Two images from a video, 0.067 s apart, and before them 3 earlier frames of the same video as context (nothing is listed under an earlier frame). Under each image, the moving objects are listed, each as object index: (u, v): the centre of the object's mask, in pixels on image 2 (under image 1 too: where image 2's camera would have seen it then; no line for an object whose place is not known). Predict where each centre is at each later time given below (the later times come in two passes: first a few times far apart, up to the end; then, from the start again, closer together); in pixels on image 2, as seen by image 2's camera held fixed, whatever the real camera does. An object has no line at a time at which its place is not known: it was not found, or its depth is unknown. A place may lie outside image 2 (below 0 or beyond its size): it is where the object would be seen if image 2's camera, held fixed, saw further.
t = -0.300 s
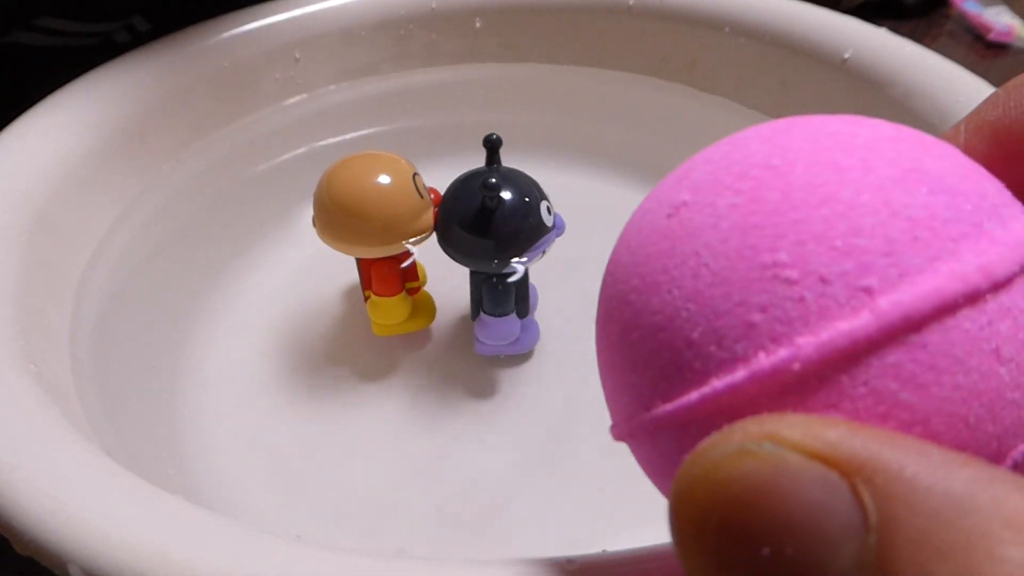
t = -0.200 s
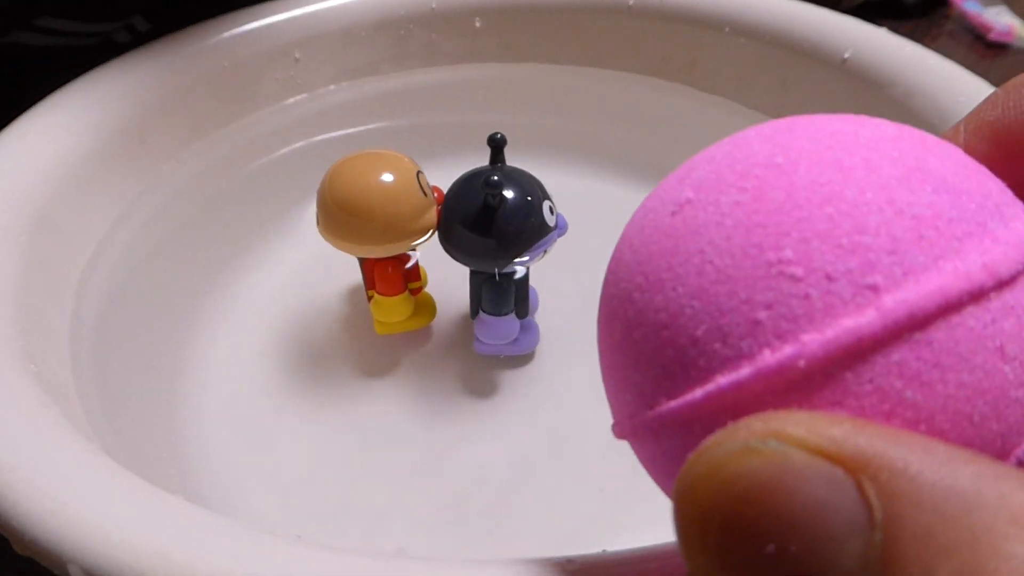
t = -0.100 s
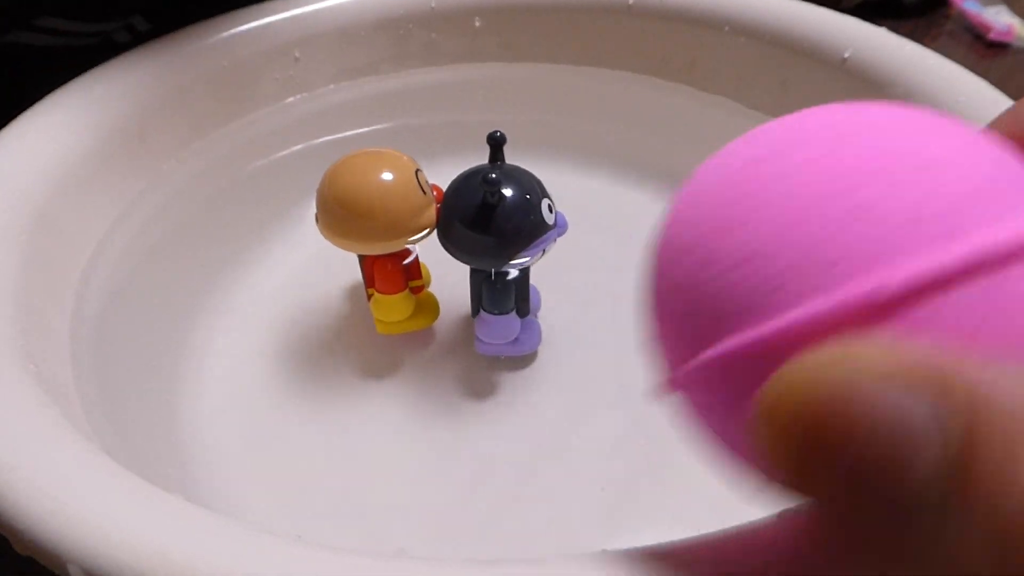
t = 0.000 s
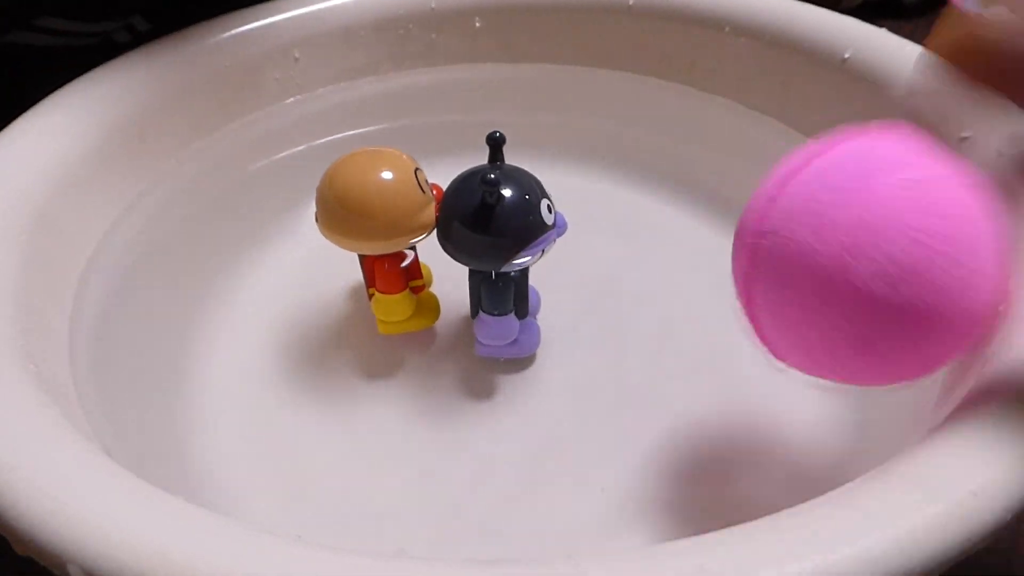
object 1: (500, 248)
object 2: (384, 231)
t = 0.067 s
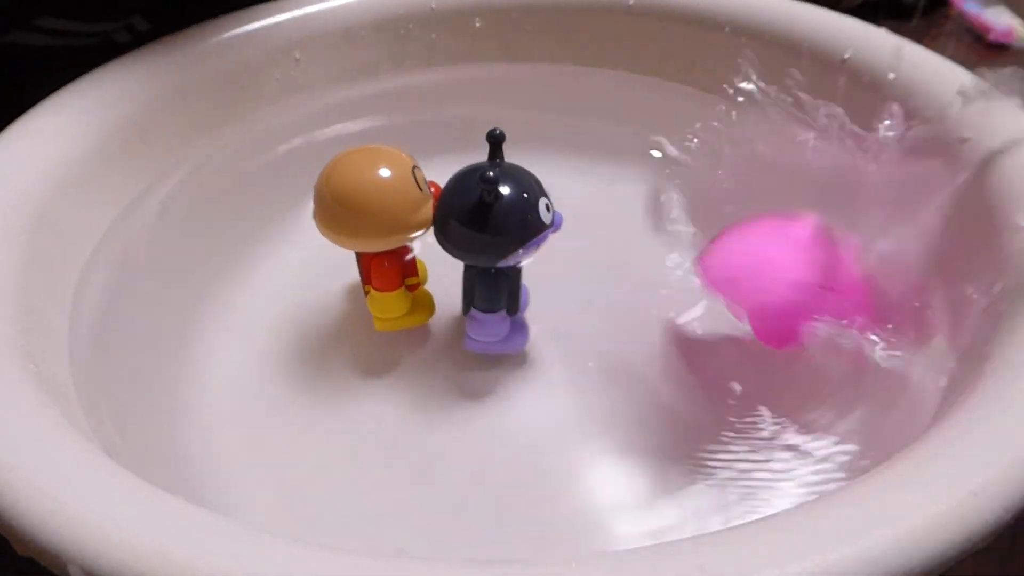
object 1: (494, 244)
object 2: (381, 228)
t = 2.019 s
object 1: (676, 291)
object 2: (422, 292)
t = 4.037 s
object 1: (732, 193)
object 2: (552, 272)
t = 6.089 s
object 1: (673, 149)
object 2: (554, 217)
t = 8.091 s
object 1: (591, 94)
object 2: (410, 203)
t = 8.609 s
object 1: (569, 86)
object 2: (371, 212)
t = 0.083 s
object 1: (492, 242)
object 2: (379, 227)
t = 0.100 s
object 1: (491, 242)
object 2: (377, 227)
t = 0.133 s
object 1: (490, 244)
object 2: (376, 226)
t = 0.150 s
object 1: (487, 242)
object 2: (374, 226)
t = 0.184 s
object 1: (490, 251)
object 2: (368, 226)
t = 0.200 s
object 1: (487, 252)
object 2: (364, 225)
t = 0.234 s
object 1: (486, 248)
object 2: (366, 230)
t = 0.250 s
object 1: (486, 250)
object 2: (364, 231)
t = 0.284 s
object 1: (484, 253)
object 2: (358, 230)
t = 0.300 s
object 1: (491, 262)
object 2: (357, 231)
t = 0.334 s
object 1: (496, 276)
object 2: (358, 233)
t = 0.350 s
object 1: (500, 283)
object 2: (358, 234)
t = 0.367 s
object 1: (501, 291)
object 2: (357, 233)
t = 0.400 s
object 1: (503, 272)
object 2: (364, 246)
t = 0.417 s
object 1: (504, 270)
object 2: (365, 249)
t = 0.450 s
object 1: (508, 270)
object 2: (367, 242)
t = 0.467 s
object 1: (512, 271)
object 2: (371, 243)
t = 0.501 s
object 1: (519, 275)
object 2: (373, 245)
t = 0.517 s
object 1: (523, 277)
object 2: (373, 247)
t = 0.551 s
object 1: (528, 278)
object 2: (376, 252)
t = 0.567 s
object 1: (532, 273)
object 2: (377, 251)
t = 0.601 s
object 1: (536, 273)
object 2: (380, 252)
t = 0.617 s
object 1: (538, 278)
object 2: (382, 255)
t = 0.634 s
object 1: (539, 282)
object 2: (383, 255)
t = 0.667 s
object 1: (539, 287)
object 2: (382, 255)
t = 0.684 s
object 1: (540, 288)
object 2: (381, 255)
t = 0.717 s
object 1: (541, 287)
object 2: (377, 249)
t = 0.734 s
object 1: (542, 287)
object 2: (374, 249)
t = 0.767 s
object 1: (544, 290)
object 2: (370, 248)
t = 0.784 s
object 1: (546, 289)
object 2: (368, 246)
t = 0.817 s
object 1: (551, 287)
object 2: (367, 242)
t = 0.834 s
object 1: (552, 287)
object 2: (367, 240)
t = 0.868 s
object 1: (554, 287)
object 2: (370, 251)
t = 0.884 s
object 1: (555, 288)
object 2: (372, 256)
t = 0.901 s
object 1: (557, 288)
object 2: (373, 258)
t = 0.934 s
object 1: (563, 294)
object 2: (377, 269)
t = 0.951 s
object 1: (567, 299)
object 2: (379, 273)
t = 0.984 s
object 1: (573, 302)
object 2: (379, 276)
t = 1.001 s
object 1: (576, 304)
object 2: (379, 278)
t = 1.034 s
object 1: (582, 301)
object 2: (381, 275)
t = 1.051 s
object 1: (585, 299)
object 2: (383, 275)
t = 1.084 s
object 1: (591, 295)
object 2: (387, 275)
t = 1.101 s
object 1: (594, 297)
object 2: (388, 275)
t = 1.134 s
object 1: (598, 297)
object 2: (390, 272)
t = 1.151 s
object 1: (600, 295)
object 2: (389, 270)
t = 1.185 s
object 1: (606, 298)
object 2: (388, 266)
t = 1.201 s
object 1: (606, 299)
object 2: (389, 264)
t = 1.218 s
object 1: (607, 297)
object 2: (389, 265)
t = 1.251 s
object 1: (607, 294)
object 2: (391, 267)
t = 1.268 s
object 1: (605, 293)
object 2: (392, 269)
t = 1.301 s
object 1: (606, 296)
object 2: (396, 275)
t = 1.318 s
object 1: (606, 298)
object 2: (397, 276)
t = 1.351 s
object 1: (608, 299)
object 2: (397, 280)
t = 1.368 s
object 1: (609, 301)
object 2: (396, 280)
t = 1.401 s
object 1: (613, 304)
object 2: (389, 275)
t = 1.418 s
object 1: (616, 304)
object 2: (389, 272)
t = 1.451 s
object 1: (622, 302)
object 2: (390, 274)
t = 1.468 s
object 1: (625, 301)
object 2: (392, 277)
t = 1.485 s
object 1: (628, 301)
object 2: (393, 278)
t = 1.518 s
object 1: (634, 302)
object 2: (397, 282)
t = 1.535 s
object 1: (637, 303)
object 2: (401, 283)
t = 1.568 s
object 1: (645, 302)
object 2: (406, 285)
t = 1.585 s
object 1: (649, 298)
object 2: (408, 287)
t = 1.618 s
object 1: (655, 295)
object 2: (411, 288)
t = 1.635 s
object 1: (658, 290)
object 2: (412, 289)
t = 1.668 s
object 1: (663, 287)
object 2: (416, 290)
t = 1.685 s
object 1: (663, 285)
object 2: (418, 290)
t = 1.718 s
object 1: (665, 285)
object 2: (419, 290)
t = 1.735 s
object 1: (664, 287)
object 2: (419, 291)
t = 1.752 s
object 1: (663, 288)
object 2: (420, 294)
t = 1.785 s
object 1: (662, 289)
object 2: (420, 295)
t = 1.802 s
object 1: (662, 290)
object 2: (420, 294)
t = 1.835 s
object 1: (662, 291)
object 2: (418, 291)
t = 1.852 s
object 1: (662, 293)
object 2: (418, 290)
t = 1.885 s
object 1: (663, 298)
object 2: (417, 290)
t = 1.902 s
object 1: (663, 299)
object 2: (416, 291)
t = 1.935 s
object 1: (666, 302)
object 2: (418, 293)
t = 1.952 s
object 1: (668, 301)
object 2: (418, 293)
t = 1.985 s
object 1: (672, 295)
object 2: (419, 292)
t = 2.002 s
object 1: (675, 293)
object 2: (420, 292)
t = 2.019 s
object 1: (676, 291)
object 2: (422, 292)
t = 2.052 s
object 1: (681, 285)
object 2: (428, 294)
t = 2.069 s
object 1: (683, 282)
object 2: (430, 294)
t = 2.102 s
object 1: (687, 281)
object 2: (435, 294)
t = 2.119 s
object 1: (689, 281)
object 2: (438, 295)
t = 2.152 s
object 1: (694, 283)
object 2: (443, 298)
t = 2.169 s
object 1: (696, 284)
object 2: (446, 299)
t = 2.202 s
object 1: (698, 283)
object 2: (452, 300)
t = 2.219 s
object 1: (699, 282)
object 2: (454, 299)
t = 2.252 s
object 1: (704, 279)
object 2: (458, 299)
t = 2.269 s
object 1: (705, 278)
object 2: (458, 301)
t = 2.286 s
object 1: (705, 279)
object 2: (458, 302)
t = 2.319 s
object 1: (703, 278)
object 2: (458, 301)
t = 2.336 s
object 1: (703, 276)
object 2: (457, 300)
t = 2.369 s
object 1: (704, 272)
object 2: (455, 299)
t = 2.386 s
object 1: (704, 270)
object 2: (454, 298)
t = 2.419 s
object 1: (704, 269)
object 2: (452, 295)
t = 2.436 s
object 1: (703, 268)
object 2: (451, 295)
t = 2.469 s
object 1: (702, 268)
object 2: (450, 295)
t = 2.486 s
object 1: (701, 269)
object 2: (451, 296)
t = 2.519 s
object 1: (699, 272)
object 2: (452, 300)
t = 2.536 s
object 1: (699, 274)
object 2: (453, 301)
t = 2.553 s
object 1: (700, 274)
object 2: (455, 303)
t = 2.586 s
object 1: (703, 274)
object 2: (458, 303)
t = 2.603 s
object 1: (704, 275)
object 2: (460, 303)
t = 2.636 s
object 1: (708, 275)
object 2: (464, 303)
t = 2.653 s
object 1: (710, 274)
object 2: (466, 302)
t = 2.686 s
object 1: (717, 268)
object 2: (471, 301)
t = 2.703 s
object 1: (719, 266)
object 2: (474, 300)
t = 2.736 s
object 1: (724, 261)
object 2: (480, 299)
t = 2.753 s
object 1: (726, 258)
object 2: (482, 299)
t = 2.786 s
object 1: (730, 251)
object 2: (486, 300)
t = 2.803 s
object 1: (732, 249)
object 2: (488, 301)
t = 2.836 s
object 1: (732, 247)
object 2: (491, 299)
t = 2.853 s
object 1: (732, 247)
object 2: (492, 299)
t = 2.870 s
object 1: (731, 247)
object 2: (492, 301)
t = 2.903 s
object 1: (730, 245)
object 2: (491, 302)
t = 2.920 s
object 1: (729, 245)
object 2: (492, 301)
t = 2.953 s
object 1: (727, 245)
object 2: (492, 300)
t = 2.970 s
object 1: (726, 246)
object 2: (492, 300)
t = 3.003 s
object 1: (723, 251)
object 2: (493, 298)
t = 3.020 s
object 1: (722, 252)
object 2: (493, 296)
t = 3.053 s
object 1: (720, 253)
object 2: (493, 292)
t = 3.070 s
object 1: (720, 254)
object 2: (493, 292)
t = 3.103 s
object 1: (720, 253)
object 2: (494, 292)
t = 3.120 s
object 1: (722, 251)
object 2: (495, 293)
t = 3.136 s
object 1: (723, 249)
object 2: (495, 295)
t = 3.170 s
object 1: (725, 245)
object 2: (498, 297)
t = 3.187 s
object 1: (727, 242)
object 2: (500, 297)
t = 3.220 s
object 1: (729, 237)
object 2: (504, 298)
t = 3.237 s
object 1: (731, 236)
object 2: (507, 298)
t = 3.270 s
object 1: (732, 233)
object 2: (510, 296)
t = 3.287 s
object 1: (729, 230)
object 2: (512, 295)
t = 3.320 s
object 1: (735, 227)
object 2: (517, 292)
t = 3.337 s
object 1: (735, 226)
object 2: (519, 291)
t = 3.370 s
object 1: (734, 225)
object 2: (521, 289)
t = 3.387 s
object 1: (729, 224)
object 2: (522, 289)
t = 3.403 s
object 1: (732, 225)
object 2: (522, 289)
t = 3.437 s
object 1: (728, 226)
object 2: (524, 288)
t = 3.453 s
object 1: (730, 227)
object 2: (524, 288)
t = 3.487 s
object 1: (724, 227)
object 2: (523, 289)
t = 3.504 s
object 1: (722, 226)
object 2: (522, 290)
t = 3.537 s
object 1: (723, 225)
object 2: (522, 291)
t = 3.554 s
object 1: (724, 224)
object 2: (521, 290)
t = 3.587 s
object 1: (723, 225)
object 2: (521, 288)
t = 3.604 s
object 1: (724, 224)
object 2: (521, 286)
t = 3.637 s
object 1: (724, 221)
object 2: (522, 286)
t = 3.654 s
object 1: (724, 220)
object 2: (523, 285)
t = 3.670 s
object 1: (724, 218)
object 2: (525, 286)
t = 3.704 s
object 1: (726, 216)
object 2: (528, 284)
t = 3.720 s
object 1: (726, 215)
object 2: (529, 283)
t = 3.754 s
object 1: (727, 215)
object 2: (532, 282)
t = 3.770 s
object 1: (728, 215)
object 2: (534, 283)
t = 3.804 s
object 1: (729, 215)
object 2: (538, 283)
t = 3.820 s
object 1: (730, 215)
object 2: (541, 283)
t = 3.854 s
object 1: (732, 212)
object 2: (545, 280)
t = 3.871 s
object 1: (732, 211)
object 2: (546, 280)
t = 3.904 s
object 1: (732, 210)
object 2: (549, 278)
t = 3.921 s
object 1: (732, 209)
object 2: (550, 277)
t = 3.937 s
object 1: (732, 208)
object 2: (552, 275)
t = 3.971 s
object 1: (733, 202)
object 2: (553, 274)
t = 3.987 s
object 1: (734, 199)
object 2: (554, 274)
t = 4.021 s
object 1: (733, 195)
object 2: (554, 272)
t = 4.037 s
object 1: (732, 193)
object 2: (552, 272)
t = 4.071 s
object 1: (727, 192)
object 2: (550, 273)
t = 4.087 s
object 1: (725, 191)
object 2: (549, 274)
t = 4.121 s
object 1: (723, 191)
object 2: (548, 273)
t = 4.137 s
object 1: (722, 194)
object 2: (548, 273)
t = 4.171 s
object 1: (718, 198)
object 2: (546, 274)
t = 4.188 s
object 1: (716, 200)
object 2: (545, 274)
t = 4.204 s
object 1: (715, 201)
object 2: (545, 274)
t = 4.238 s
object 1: (714, 202)
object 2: (546, 271)
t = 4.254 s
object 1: (714, 201)
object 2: (546, 269)
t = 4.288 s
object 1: (714, 200)
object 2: (546, 267)
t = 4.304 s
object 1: (713, 199)
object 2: (547, 268)
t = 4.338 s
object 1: (716, 197)
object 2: (550, 268)
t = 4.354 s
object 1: (717, 195)
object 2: (553, 267)
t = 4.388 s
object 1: (720, 190)
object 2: (556, 266)
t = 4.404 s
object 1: (720, 188)
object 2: (557, 265)
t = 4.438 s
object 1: (721, 186)
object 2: (560, 265)
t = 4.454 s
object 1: (722, 185)
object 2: (562, 264)
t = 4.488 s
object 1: (724, 181)
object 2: (565, 263)
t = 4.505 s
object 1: (724, 179)
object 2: (566, 263)
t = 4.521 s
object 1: (724, 178)
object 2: (566, 262)
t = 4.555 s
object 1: (723, 176)
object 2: (566, 260)
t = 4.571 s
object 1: (722, 176)
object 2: (567, 259)
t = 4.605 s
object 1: (721, 175)
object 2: (568, 257)
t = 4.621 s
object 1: (719, 176)
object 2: (567, 256)
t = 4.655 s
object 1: (715, 176)
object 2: (564, 253)
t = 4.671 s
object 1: (713, 176)
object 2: (563, 252)
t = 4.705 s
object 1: (710, 177)
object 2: (562, 252)
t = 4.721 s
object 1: (710, 176)
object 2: (561, 252)
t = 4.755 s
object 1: (707, 176)
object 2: (559, 254)
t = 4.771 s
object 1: (705, 178)
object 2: (558, 254)
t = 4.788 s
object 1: (704, 178)
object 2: (557, 254)
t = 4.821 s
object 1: (704, 178)
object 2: (558, 255)
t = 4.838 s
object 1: (705, 178)
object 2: (559, 255)
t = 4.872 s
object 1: (705, 178)
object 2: (560, 254)
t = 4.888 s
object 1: (705, 177)
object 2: (560, 253)
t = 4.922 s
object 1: (705, 175)
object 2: (562, 251)
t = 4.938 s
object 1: (706, 172)
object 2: (564, 250)
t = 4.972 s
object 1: (706, 170)
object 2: (567, 248)
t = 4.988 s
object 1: (706, 170)
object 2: (568, 247)
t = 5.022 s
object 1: (704, 169)
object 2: (569, 246)
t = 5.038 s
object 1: (704, 169)
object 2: (570, 244)
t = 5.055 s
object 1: (703, 168)
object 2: (571, 244)
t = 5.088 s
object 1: (703, 166)
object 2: (572, 243)
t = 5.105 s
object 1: (702, 166)
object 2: (572, 242)
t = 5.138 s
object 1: (701, 163)
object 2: (572, 241)
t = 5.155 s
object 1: (700, 163)
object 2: (571, 241)
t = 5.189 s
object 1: (699, 161)
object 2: (570, 240)
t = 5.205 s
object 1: (698, 161)
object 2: (569, 240)
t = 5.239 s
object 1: (697, 160)
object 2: (567, 239)
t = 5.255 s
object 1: (696, 159)
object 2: (566, 238)
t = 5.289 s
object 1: (693, 158)
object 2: (563, 237)
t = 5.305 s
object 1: (692, 159)
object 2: (562, 236)
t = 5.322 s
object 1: (691, 158)
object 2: (561, 236)
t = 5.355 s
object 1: (689, 158)
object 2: (559, 235)
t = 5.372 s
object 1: (688, 160)
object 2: (558, 234)
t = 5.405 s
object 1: (688, 161)
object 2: (558, 234)
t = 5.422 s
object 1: (688, 162)
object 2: (558, 234)
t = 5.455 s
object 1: (688, 162)
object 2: (559, 235)
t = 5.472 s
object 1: (689, 162)
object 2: (560, 236)
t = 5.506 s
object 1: (690, 162)
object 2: (562, 235)
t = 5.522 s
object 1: (691, 162)
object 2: (562, 234)
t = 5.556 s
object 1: (691, 162)
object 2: (565, 233)
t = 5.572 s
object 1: (692, 161)
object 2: (565, 232)
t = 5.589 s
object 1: (692, 160)
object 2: (566, 231)
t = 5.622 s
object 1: (692, 157)
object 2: (567, 228)
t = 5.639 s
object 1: (691, 155)
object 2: (567, 227)
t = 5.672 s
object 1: (690, 152)
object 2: (567, 226)
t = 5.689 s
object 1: (690, 151)
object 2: (567, 225)
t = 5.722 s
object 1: (688, 149)
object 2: (566, 225)
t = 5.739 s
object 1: (687, 148)
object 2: (564, 225)
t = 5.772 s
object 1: (683, 148)
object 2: (561, 223)
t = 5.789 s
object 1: (682, 148)
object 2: (560, 222)
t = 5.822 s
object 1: (679, 149)
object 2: (559, 222)
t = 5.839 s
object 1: (678, 149)
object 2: (557, 221)
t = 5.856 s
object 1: (676, 151)
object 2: (556, 221)
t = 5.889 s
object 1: (673, 154)
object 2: (554, 219)
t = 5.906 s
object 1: (673, 155)
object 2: (553, 219)
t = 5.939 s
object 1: (671, 156)
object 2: (553, 218)
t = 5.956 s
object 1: (671, 156)
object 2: (552, 218)
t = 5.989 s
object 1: (670, 155)
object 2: (552, 217)
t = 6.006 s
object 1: (670, 155)
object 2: (552, 217)
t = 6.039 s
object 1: (671, 153)
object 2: (553, 217)
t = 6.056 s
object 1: (672, 151)
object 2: (553, 217)
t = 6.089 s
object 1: (673, 149)
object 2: (554, 217)
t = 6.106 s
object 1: (673, 149)
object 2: (554, 217)
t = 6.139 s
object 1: (674, 147)
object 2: (555, 216)
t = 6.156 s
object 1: (674, 147)
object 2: (554, 215)
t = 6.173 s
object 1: (674, 146)
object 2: (554, 214)
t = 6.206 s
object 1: (674, 146)
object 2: (554, 212)
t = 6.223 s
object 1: (674, 147)
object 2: (553, 212)
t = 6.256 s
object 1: (671, 149)
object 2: (550, 211)
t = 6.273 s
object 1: (670, 149)
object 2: (550, 211)
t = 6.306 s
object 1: (668, 150)
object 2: (547, 209)
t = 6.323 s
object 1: (667, 150)
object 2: (546, 208)
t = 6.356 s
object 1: (664, 150)
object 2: (543, 207)
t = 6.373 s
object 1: (663, 150)
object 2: (541, 207)
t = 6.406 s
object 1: (660, 148)
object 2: (538, 207)
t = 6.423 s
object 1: (659, 148)
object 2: (537, 207)
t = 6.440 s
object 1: (659, 147)
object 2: (535, 207)
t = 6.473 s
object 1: (657, 147)
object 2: (533, 205)
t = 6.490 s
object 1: (656, 146)
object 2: (532, 205)
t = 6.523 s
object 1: (655, 145)
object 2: (530, 204)
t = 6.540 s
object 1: (655, 145)
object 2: (529, 203)
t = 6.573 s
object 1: (654, 145)
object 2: (528, 202)
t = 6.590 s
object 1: (654, 147)
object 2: (528, 202)
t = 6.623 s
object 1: (653, 148)
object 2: (527, 202)
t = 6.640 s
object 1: (652, 149)
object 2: (526, 203)
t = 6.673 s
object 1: (652, 151)
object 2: (526, 204)
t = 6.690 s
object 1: (651, 151)
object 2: (525, 204)
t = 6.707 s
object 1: (651, 152)
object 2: (525, 205)
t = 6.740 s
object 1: (649, 152)
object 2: (523, 205)
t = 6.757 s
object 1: (648, 153)
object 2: (522, 205)
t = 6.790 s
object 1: (647, 153)
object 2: (521, 205)
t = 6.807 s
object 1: (646, 153)
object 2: (520, 205)
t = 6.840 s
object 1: (644, 150)
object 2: (517, 202)
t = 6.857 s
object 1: (643, 149)
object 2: (515, 201)
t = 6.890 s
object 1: (642, 146)
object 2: (511, 198)
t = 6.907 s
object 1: (641, 145)
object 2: (510, 197)
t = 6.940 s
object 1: (638, 142)
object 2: (506, 196)
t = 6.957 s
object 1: (636, 142)
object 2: (503, 195)
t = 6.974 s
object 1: (635, 141)
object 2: (501, 194)
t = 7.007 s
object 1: (632, 142)
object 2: (497, 193)
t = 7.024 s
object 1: (631, 142)
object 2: (495, 193)
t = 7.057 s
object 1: (629, 143)
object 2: (491, 194)
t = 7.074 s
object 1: (628, 145)
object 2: (489, 194)
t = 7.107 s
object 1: (625, 146)
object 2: (485, 195)
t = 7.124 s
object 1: (624, 146)
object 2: (483, 195)
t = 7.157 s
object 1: (625, 148)
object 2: (481, 195)
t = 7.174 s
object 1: (624, 148)
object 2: (480, 195)
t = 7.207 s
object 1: (624, 148)
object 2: (475, 196)
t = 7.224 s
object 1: (623, 148)
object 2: (474, 196)
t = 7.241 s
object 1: (623, 147)
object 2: (473, 196)
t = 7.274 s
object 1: (623, 146)
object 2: (472, 195)
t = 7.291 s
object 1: (623, 145)
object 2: (470, 196)
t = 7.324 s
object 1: (622, 143)
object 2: (467, 197)
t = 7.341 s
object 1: (621, 142)
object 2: (466, 196)
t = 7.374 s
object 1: (620, 141)
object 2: (463, 196)
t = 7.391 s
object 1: (619, 140)
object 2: (463, 194)
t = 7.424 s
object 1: (618, 138)
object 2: (460, 192)
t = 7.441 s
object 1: (616, 137)
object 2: (456, 191)
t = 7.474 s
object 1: (614, 136)
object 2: (451, 190)
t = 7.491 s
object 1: (613, 135)
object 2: (450, 187)
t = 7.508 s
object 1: (612, 134)
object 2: (447, 189)
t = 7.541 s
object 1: (610, 133)
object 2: (443, 189)
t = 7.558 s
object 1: (609, 133)
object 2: (441, 189)
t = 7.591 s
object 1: (606, 131)
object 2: (437, 191)
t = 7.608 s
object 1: (606, 131)
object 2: (436, 191)
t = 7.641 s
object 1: (605, 129)
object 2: (433, 193)
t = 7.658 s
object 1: (604, 129)
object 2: (433, 193)
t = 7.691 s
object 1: (603, 128)
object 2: (430, 195)
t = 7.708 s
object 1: (603, 127)
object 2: (428, 197)
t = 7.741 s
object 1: (603, 124)
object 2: (428, 198)
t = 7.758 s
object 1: (603, 123)
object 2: (428, 199)
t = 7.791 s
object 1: (603, 121)
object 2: (426, 201)
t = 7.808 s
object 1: (602, 121)
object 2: (426, 202)
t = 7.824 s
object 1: (602, 121)
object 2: (426, 202)
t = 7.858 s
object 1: (602, 119)
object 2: (425, 203)
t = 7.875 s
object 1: (602, 119)
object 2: (425, 204)
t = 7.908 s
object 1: (602, 117)
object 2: (424, 204)
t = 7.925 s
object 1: (601, 117)
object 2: (423, 203)
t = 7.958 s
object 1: (600, 112)
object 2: (421, 203)
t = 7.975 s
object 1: (599, 103)
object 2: (420, 203)
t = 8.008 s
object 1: (597, 101)
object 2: (418, 204)
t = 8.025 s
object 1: (596, 99)
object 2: (416, 203)
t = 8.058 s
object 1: (593, 98)
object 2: (413, 203)
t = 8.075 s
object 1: (592, 96)
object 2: (411, 202)
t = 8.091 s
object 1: (591, 94)
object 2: (410, 203)
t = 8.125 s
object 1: (589, 93)
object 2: (407, 204)
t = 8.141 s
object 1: (588, 92)
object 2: (405, 204)
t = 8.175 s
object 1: (585, 91)
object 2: (402, 205)
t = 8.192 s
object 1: (585, 90)
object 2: (400, 206)
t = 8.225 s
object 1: (583, 91)
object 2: (397, 207)
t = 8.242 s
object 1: (582, 91)
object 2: (396, 207)
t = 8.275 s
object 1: (581, 92)
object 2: (392, 208)
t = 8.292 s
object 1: (580, 92)
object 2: (391, 208)
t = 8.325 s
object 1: (579, 93)
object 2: (389, 209)
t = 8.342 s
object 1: (578, 94)
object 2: (388, 210)
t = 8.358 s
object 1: (578, 95)
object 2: (387, 210)
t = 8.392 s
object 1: (577, 96)
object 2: (385, 211)
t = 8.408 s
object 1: (576, 95)
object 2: (384, 212)
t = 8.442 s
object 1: (575, 95)
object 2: (382, 213)
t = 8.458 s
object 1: (574, 95)
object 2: (381, 214)
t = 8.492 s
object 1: (573, 94)
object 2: (379, 214)
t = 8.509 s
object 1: (573, 92)
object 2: (378, 214)
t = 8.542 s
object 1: (572, 91)
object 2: (376, 214)
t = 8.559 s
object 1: (571, 90)
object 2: (375, 214)
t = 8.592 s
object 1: (570, 87)
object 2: (372, 213)
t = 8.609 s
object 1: (569, 86)
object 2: (371, 212)
